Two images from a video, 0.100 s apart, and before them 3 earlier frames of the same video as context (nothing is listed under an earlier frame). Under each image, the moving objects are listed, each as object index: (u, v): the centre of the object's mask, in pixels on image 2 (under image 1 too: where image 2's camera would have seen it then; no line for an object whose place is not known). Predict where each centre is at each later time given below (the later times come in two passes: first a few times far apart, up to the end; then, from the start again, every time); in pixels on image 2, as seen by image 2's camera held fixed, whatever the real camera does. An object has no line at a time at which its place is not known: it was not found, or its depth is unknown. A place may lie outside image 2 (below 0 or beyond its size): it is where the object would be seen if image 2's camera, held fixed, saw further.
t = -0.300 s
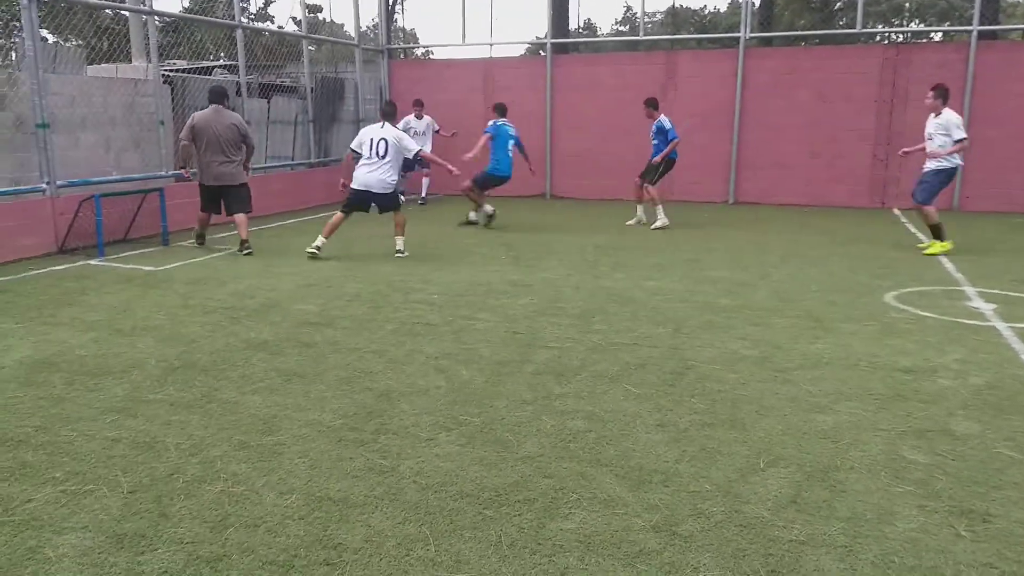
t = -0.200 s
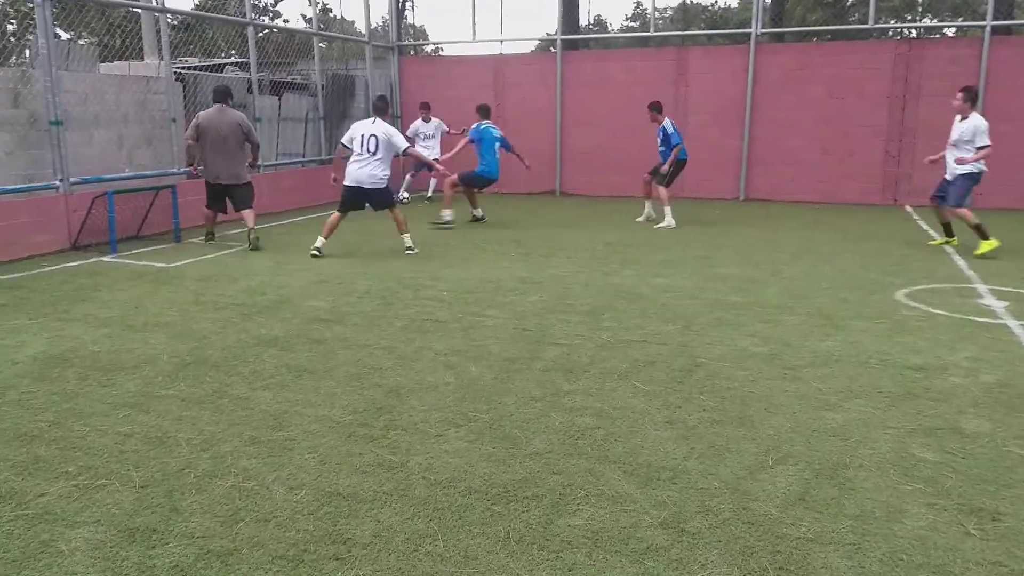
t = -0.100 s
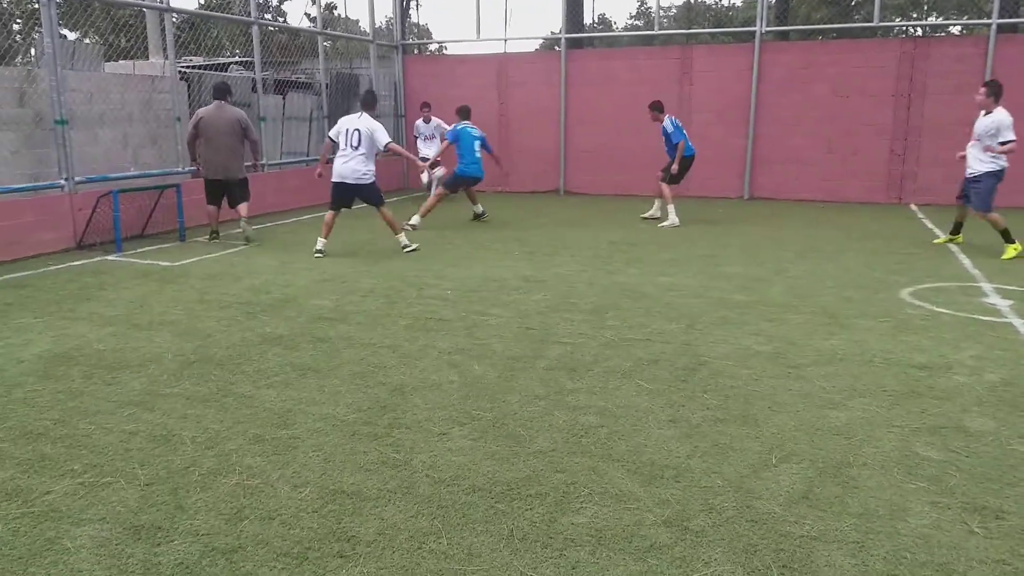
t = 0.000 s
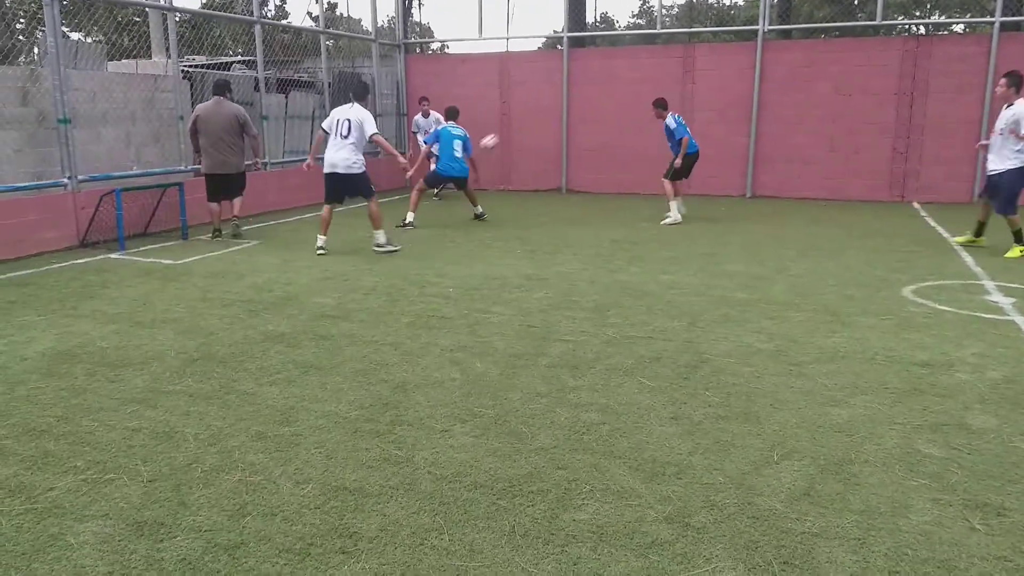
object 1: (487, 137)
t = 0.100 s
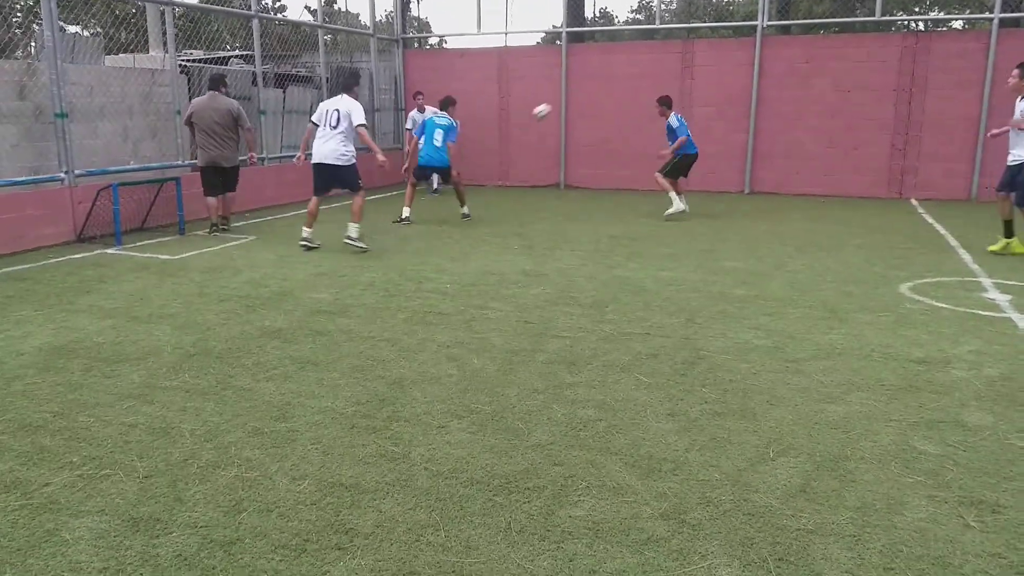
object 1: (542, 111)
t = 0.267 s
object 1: (654, 79)
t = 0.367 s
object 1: (735, 69)
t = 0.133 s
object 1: (562, 103)
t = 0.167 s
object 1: (583, 96)
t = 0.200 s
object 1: (605, 90)
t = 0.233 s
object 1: (629, 84)
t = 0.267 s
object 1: (654, 79)
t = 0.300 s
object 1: (679, 74)
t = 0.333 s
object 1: (706, 71)
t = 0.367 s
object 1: (735, 69)
